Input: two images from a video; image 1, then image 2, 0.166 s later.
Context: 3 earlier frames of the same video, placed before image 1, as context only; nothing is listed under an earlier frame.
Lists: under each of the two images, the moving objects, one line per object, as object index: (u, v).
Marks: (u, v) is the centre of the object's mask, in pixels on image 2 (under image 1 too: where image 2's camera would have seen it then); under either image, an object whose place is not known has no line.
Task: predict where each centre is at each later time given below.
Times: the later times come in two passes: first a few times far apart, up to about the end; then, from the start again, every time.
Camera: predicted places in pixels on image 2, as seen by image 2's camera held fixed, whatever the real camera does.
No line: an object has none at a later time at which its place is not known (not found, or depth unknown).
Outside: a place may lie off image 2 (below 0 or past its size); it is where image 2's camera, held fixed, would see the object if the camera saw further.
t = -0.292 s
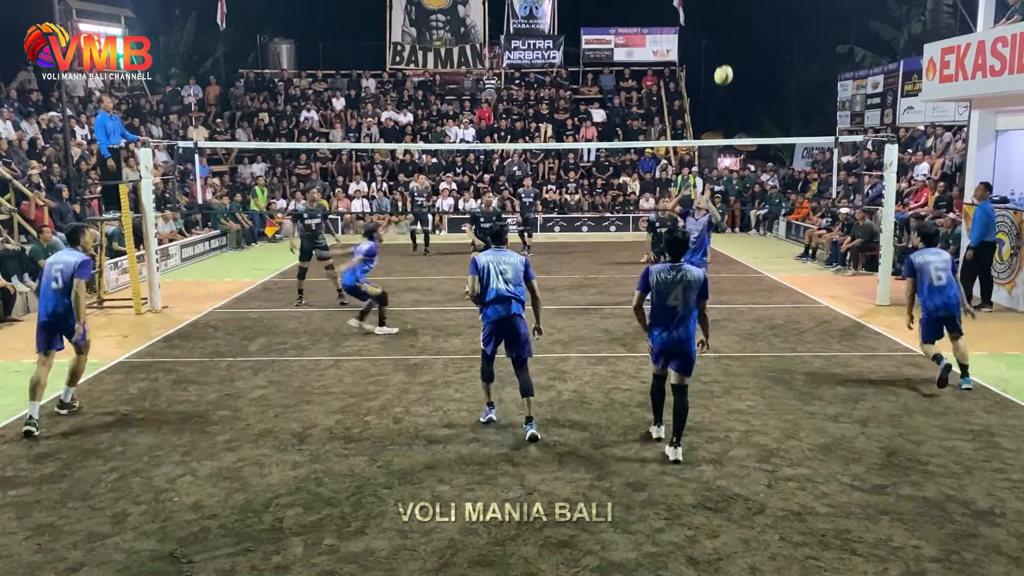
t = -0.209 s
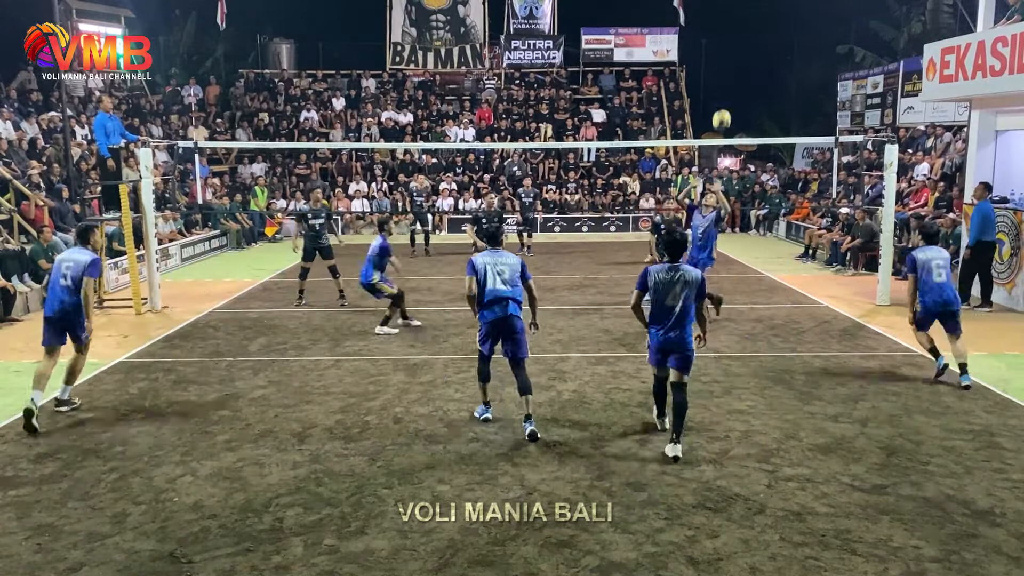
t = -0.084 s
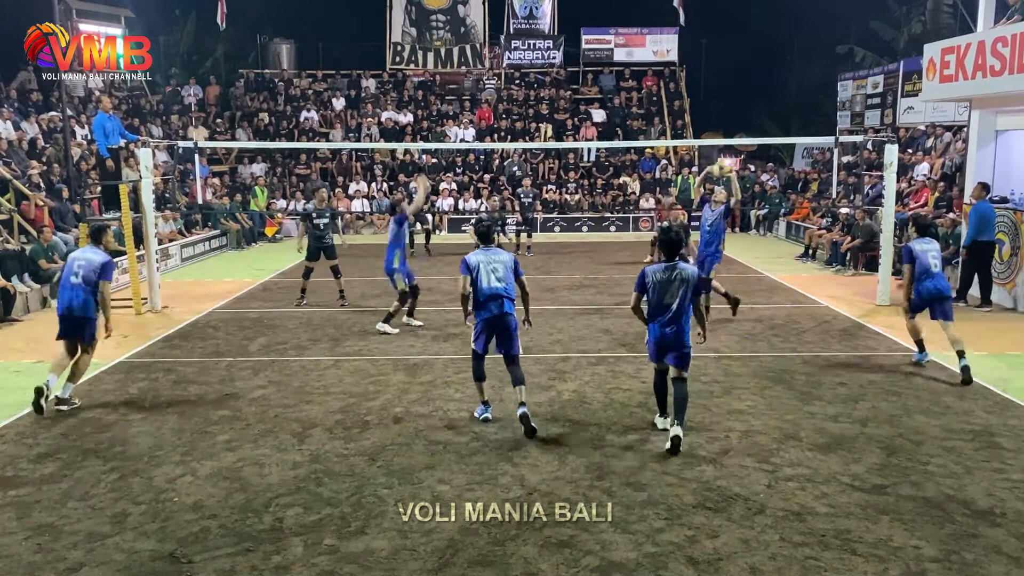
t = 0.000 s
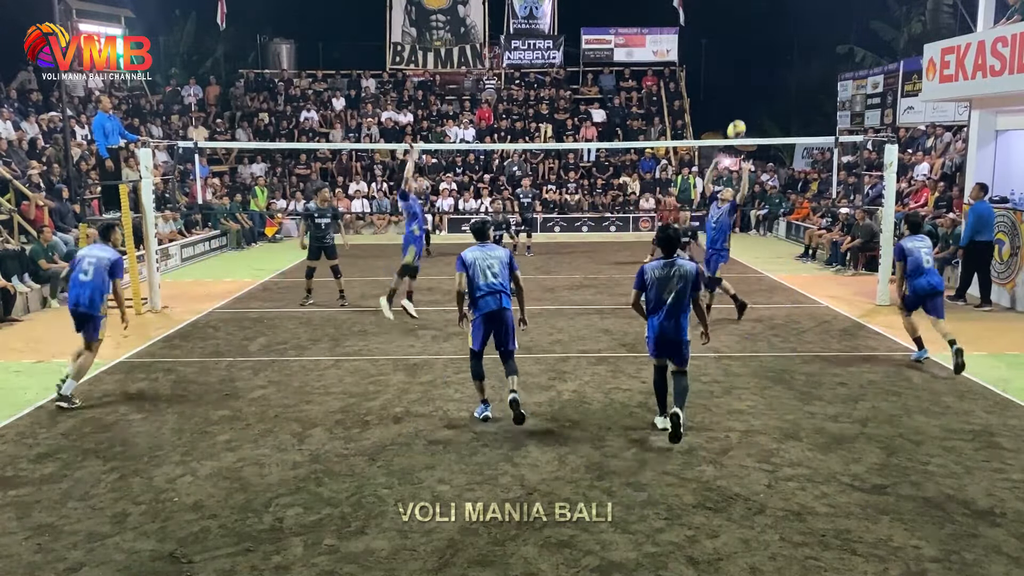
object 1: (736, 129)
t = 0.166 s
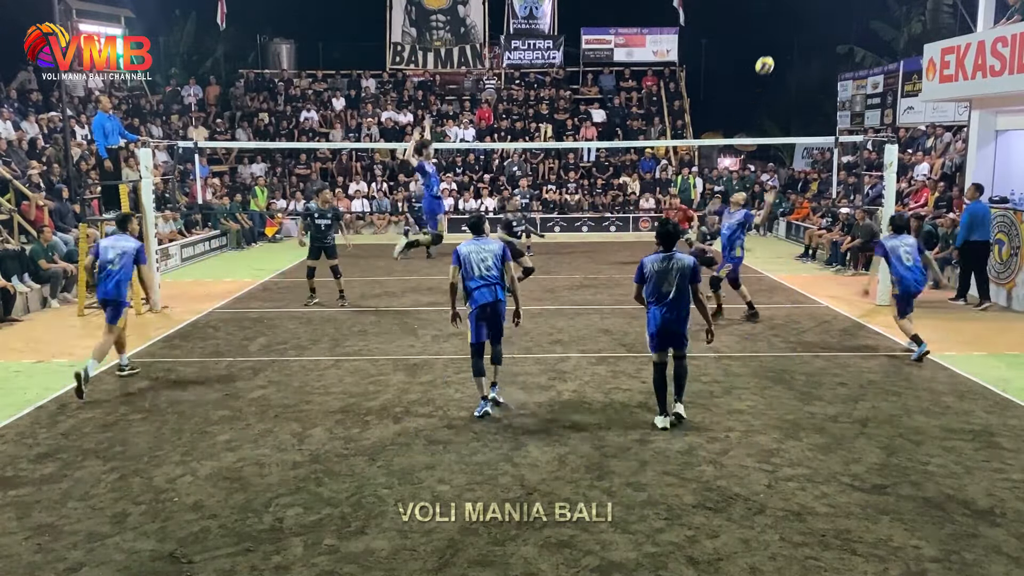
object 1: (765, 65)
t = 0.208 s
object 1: (773, 50)
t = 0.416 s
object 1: (805, 12)
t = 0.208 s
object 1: (773, 50)
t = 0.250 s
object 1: (778, 42)
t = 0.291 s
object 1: (787, 30)
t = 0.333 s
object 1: (792, 24)
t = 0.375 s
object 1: (797, 18)
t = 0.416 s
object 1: (805, 12)
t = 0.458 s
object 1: (810, 8)
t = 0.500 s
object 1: (818, 7)
